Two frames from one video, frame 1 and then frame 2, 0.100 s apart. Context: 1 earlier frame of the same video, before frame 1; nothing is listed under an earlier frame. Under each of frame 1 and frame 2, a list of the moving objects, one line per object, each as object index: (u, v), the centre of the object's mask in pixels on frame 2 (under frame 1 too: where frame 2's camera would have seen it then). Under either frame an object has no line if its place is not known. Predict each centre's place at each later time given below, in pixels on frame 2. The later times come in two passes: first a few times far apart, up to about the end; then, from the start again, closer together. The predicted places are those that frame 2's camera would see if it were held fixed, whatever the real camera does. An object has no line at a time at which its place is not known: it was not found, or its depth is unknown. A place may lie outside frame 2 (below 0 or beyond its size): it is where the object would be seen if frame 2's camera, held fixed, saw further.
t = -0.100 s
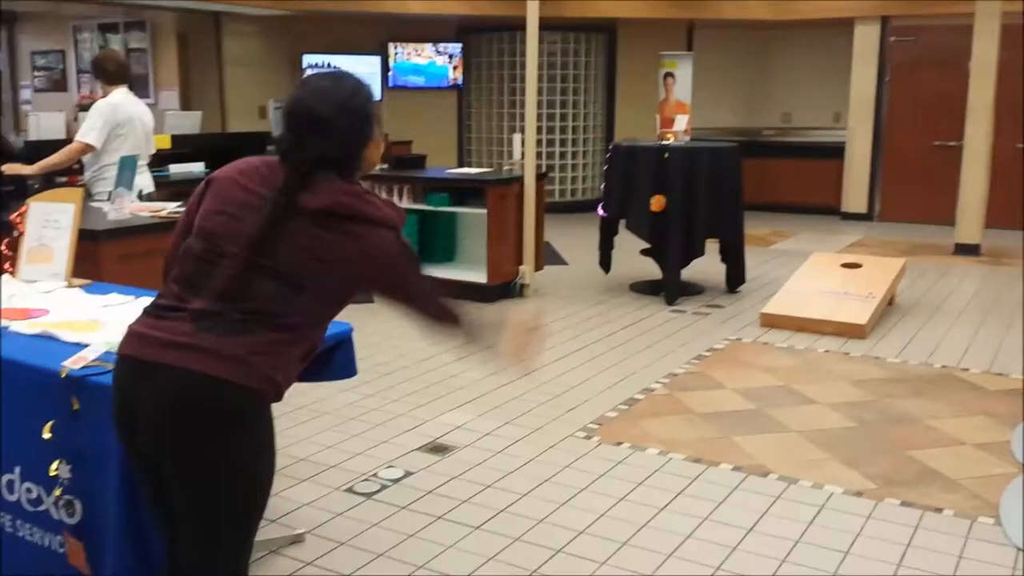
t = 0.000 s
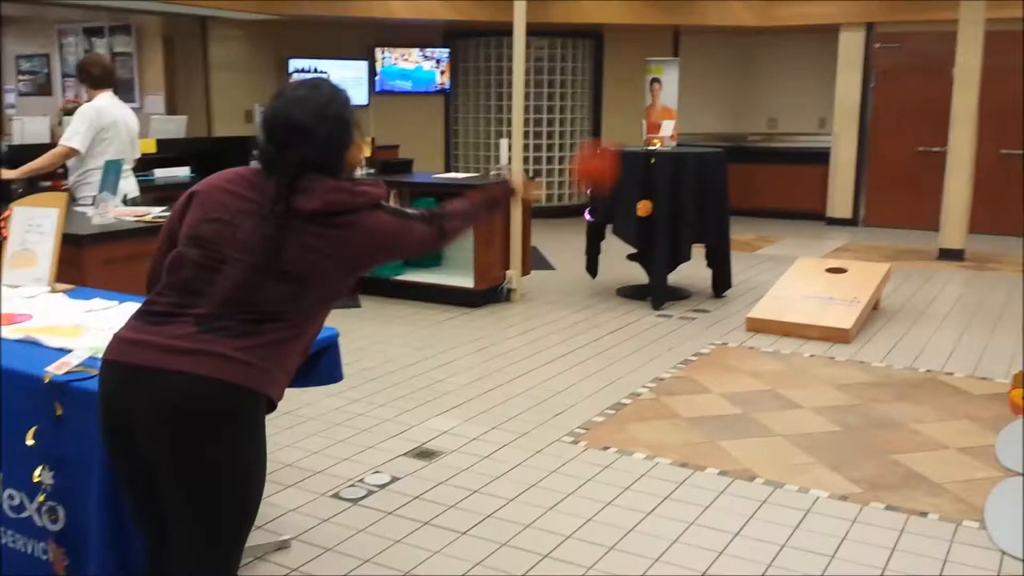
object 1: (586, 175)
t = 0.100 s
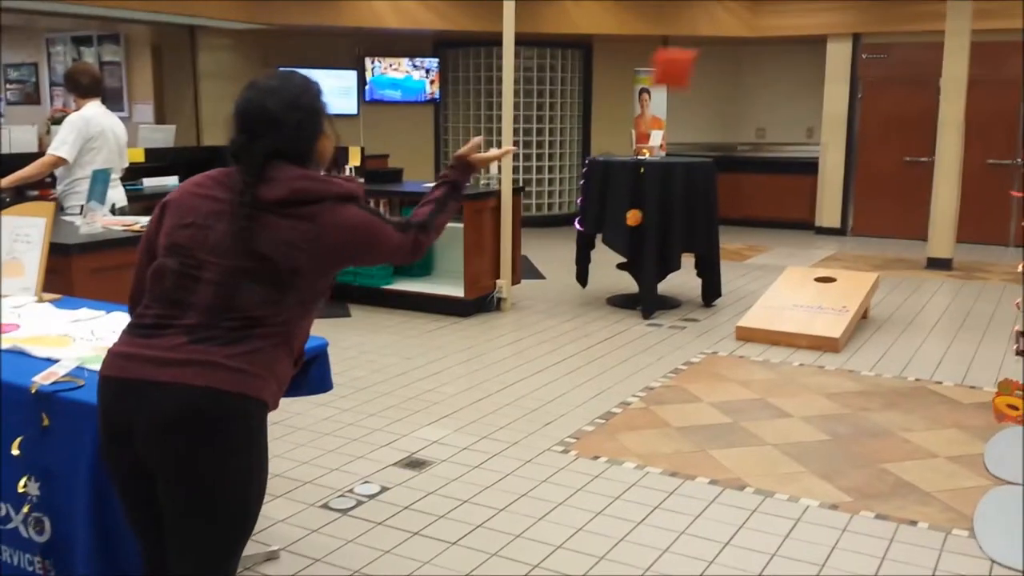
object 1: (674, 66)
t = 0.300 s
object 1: (773, 88)
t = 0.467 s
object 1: (817, 214)
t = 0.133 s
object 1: (687, 59)
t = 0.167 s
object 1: (712, 52)
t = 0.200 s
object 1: (723, 52)
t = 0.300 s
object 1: (773, 88)
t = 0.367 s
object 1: (796, 133)
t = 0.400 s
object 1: (802, 153)
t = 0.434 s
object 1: (811, 191)
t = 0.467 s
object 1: (817, 214)
